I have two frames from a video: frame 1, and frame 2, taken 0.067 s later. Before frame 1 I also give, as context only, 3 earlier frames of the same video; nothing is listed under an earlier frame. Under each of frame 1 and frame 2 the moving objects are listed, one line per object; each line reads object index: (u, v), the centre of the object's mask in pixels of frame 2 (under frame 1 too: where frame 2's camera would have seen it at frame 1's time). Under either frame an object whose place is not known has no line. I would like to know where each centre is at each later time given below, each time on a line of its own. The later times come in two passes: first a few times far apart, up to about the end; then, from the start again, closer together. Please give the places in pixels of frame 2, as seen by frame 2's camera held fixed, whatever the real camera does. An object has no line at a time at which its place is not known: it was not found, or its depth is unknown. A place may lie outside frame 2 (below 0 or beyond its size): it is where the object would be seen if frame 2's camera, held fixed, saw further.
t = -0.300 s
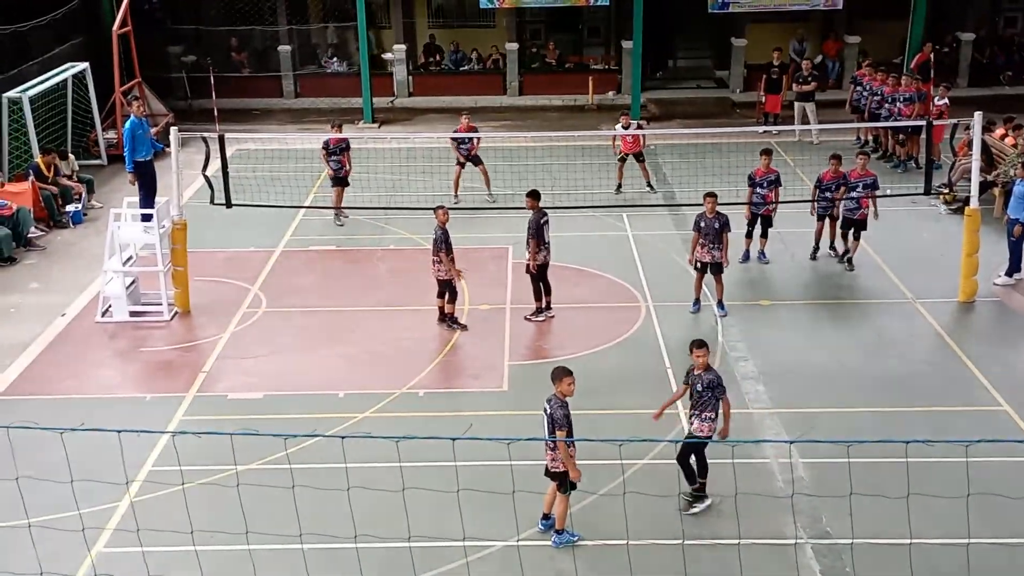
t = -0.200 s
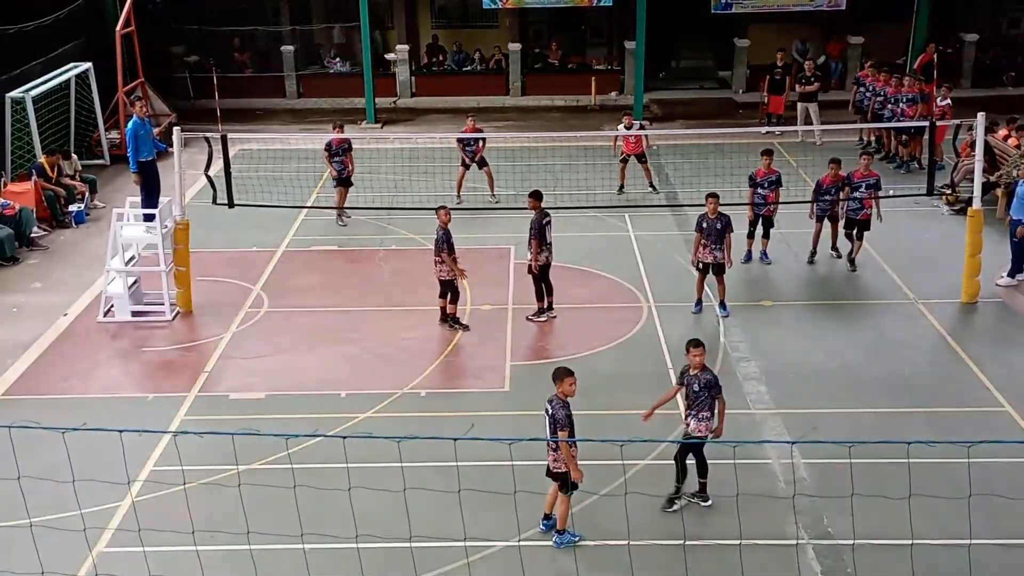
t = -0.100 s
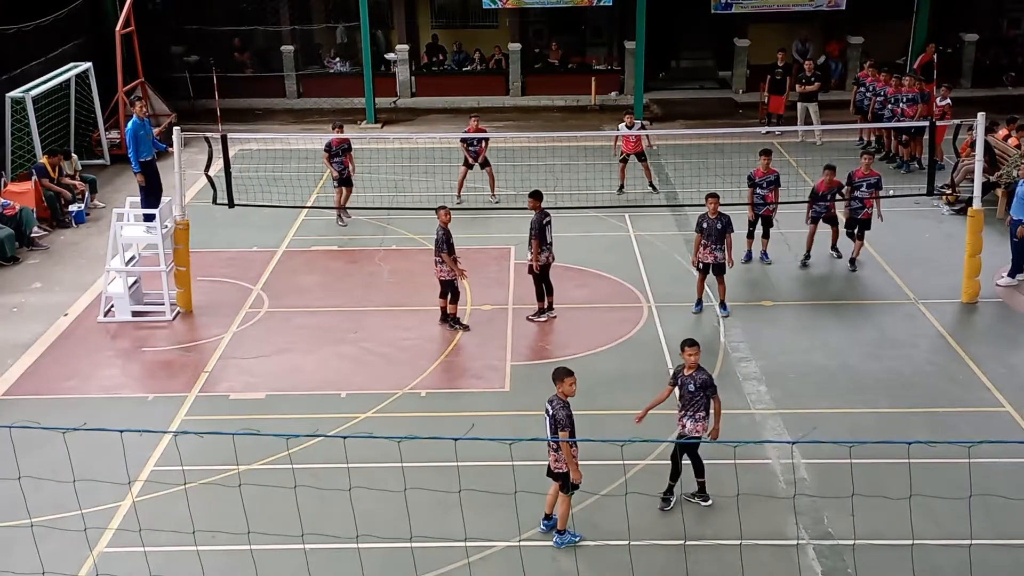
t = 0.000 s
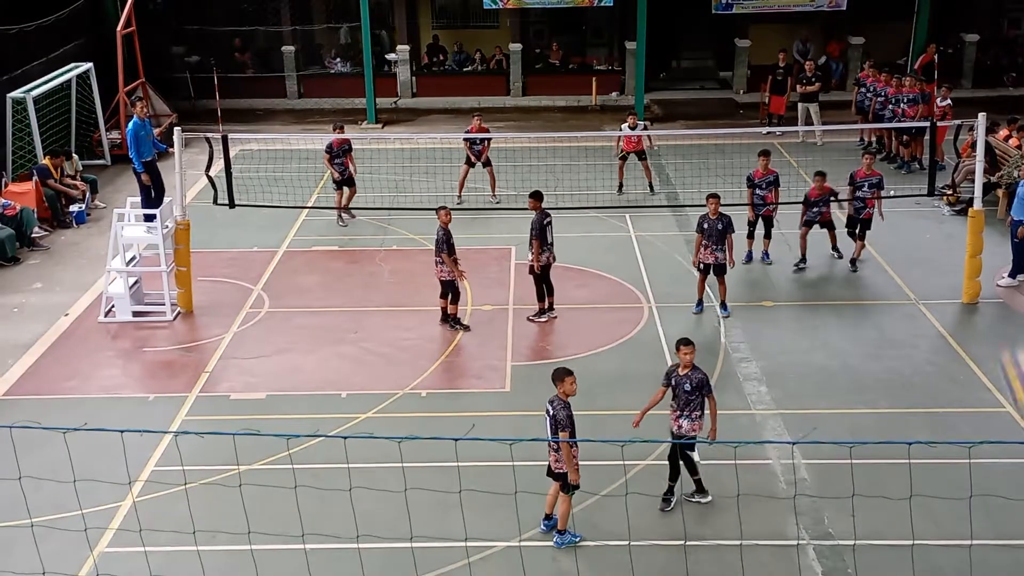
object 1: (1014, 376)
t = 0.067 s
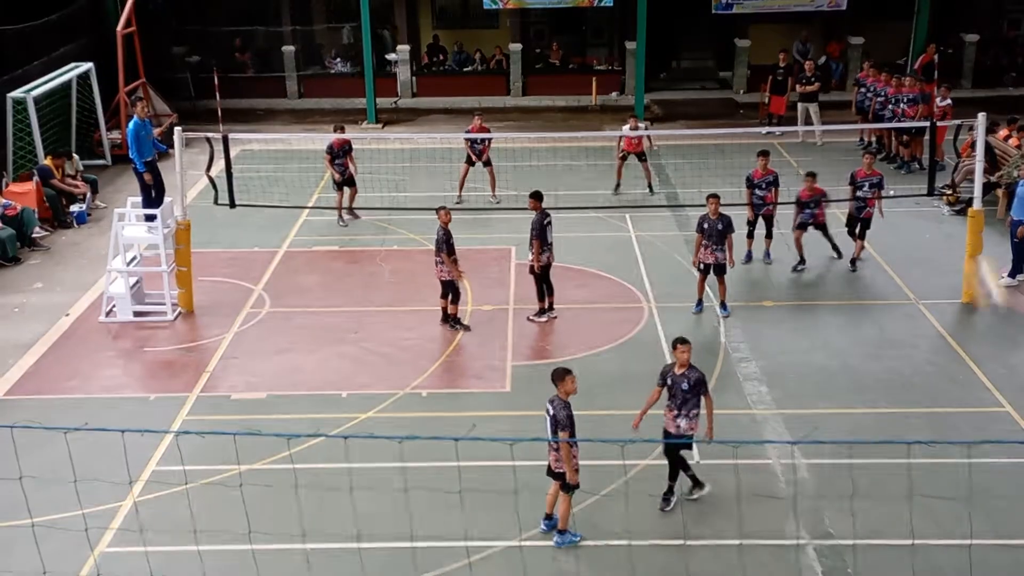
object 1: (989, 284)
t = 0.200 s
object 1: (920, 144)
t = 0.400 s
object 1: (854, 40)
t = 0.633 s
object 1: (803, 7)
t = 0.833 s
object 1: (769, 22)
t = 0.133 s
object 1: (949, 204)
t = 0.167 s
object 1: (934, 172)
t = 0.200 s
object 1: (920, 144)
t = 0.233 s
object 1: (907, 120)
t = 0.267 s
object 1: (894, 97)
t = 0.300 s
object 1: (884, 78)
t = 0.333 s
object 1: (872, 63)
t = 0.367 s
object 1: (862, 50)
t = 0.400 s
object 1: (854, 40)
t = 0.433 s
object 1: (845, 30)
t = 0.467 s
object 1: (837, 23)
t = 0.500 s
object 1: (829, 17)
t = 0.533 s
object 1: (822, 12)
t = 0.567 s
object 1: (815, 9)
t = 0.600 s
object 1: (808, 8)
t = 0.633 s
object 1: (803, 7)
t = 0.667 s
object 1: (796, 7)
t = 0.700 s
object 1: (790, 9)
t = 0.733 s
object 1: (784, 11)
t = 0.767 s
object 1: (778, 14)
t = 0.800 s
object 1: (774, 18)
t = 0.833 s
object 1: (769, 22)
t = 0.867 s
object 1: (765, 27)
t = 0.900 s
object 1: (760, 33)
